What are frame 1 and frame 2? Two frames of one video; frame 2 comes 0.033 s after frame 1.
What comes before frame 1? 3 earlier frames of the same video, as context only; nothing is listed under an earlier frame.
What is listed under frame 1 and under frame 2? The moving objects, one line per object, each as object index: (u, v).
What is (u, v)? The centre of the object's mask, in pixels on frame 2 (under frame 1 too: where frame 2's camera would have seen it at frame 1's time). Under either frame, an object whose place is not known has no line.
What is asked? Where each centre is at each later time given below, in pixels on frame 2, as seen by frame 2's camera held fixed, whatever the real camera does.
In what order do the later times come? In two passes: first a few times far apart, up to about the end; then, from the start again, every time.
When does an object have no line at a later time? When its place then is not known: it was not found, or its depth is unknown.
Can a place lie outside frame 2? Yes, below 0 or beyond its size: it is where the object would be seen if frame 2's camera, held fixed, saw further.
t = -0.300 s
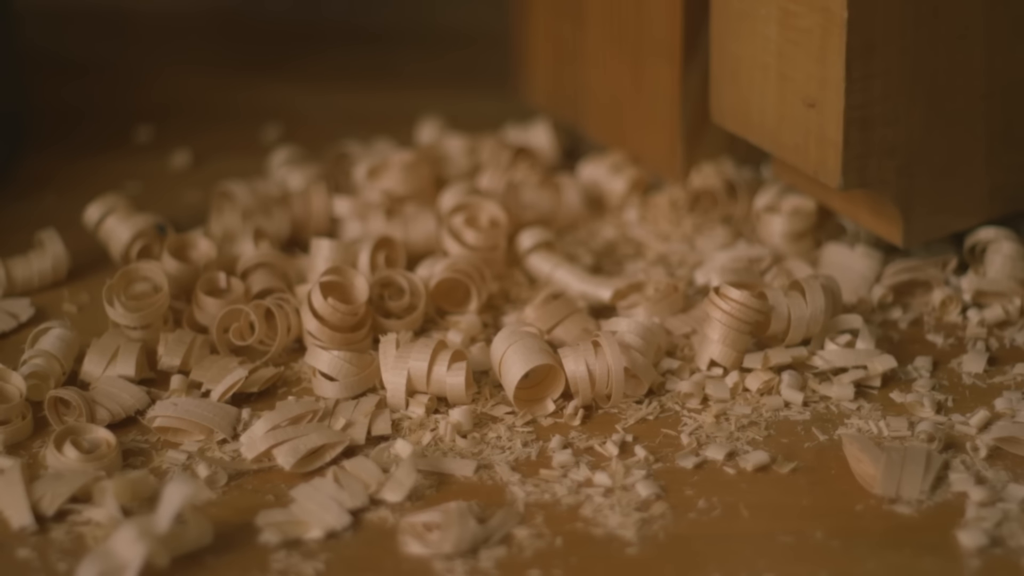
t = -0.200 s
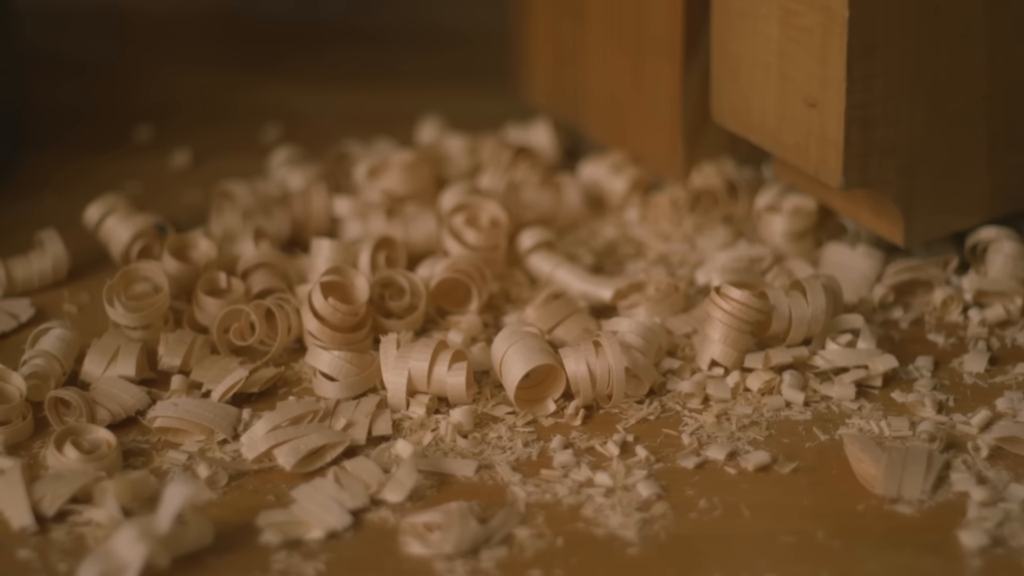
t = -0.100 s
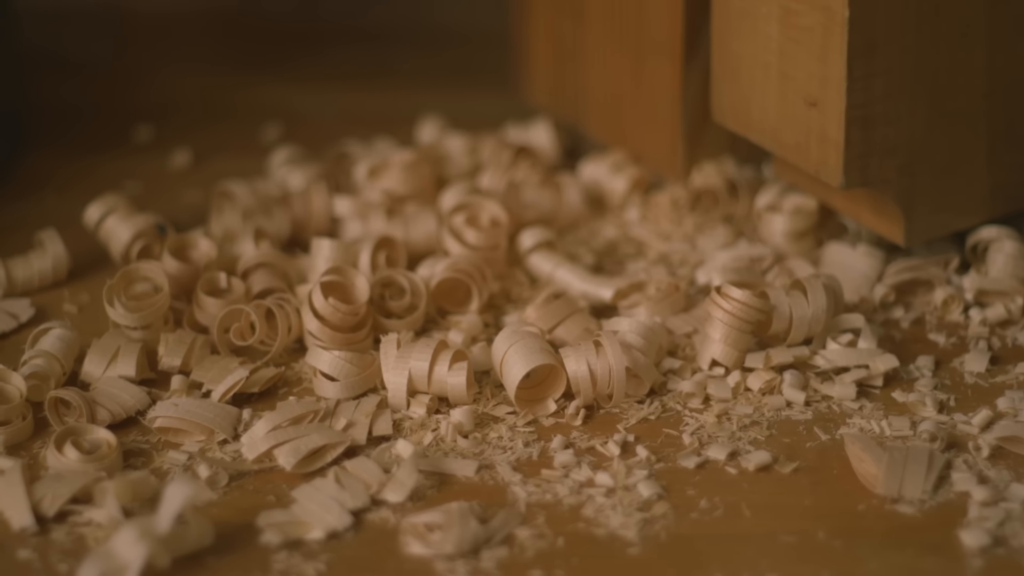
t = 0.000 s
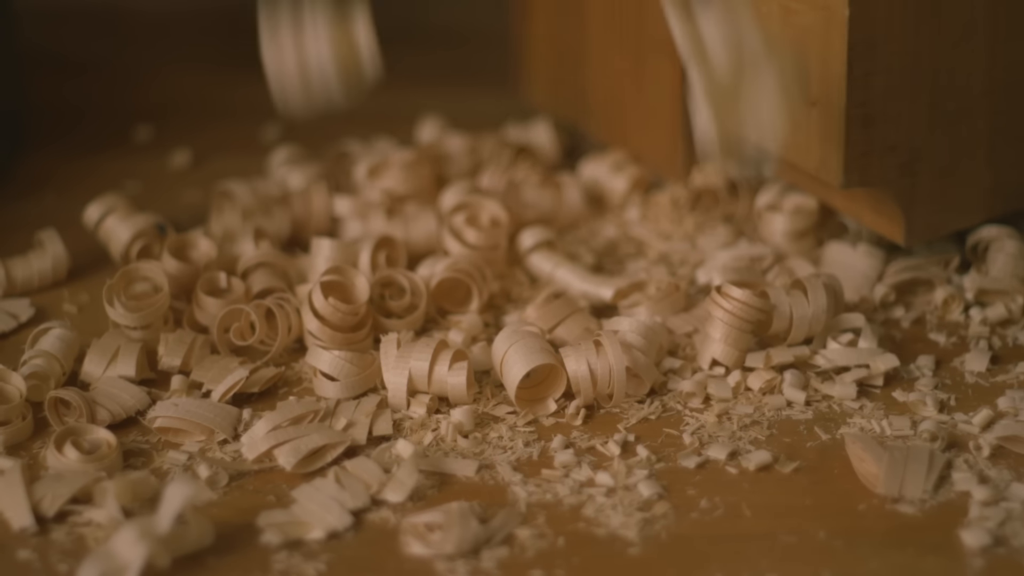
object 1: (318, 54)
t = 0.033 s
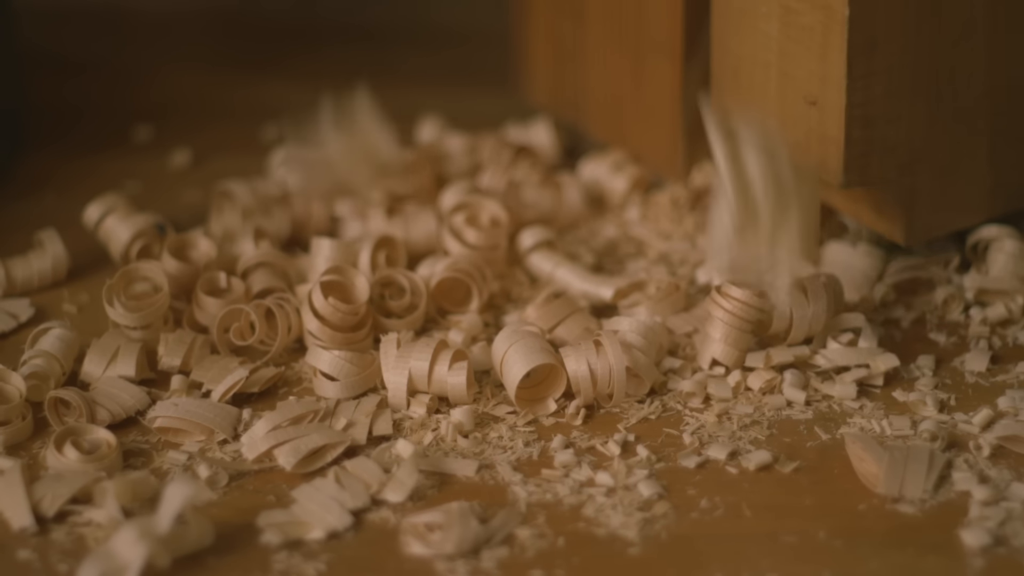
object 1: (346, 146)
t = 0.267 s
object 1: (352, 188)
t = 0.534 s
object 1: (335, 183)
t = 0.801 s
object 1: (335, 183)
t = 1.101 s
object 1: (334, 182)
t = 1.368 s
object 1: (334, 181)
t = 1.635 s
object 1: (332, 180)
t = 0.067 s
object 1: (349, 180)
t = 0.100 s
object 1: (359, 186)
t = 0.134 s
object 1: (360, 188)
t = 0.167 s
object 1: (361, 189)
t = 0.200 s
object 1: (362, 189)
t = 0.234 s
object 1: (359, 189)
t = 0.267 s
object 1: (352, 188)
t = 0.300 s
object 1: (348, 185)
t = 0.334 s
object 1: (348, 185)
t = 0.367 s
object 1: (344, 183)
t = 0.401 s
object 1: (344, 184)
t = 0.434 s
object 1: (343, 184)
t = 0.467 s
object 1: (343, 185)
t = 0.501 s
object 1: (343, 185)
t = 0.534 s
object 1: (335, 183)
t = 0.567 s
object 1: (335, 183)
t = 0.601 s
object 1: (335, 183)
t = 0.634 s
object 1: (335, 183)
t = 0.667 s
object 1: (335, 183)
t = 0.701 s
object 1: (335, 183)
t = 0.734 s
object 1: (335, 183)
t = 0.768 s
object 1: (335, 183)
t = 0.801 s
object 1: (335, 183)
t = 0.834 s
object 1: (335, 183)
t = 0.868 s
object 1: (335, 183)
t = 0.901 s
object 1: (335, 183)
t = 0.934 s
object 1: (334, 183)
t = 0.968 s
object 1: (334, 183)
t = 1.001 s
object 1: (334, 183)
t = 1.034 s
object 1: (334, 183)
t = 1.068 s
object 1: (334, 183)
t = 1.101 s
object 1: (334, 182)
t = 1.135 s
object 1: (334, 182)
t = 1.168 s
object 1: (334, 182)
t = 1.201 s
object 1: (334, 182)
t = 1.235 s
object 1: (334, 181)
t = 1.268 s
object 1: (334, 181)
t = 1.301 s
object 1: (334, 181)
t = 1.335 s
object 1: (333, 181)
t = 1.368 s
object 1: (334, 181)
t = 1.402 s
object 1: (333, 181)
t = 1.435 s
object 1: (333, 181)
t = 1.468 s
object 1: (333, 181)
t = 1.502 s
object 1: (333, 181)
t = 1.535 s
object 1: (333, 181)
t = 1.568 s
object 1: (332, 180)
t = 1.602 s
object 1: (332, 180)
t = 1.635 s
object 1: (332, 180)
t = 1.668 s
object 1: (332, 180)
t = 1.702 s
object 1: (332, 180)
